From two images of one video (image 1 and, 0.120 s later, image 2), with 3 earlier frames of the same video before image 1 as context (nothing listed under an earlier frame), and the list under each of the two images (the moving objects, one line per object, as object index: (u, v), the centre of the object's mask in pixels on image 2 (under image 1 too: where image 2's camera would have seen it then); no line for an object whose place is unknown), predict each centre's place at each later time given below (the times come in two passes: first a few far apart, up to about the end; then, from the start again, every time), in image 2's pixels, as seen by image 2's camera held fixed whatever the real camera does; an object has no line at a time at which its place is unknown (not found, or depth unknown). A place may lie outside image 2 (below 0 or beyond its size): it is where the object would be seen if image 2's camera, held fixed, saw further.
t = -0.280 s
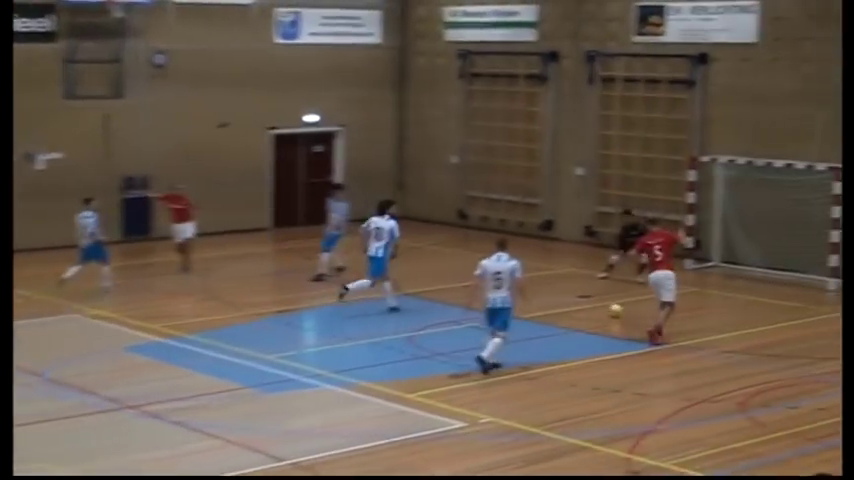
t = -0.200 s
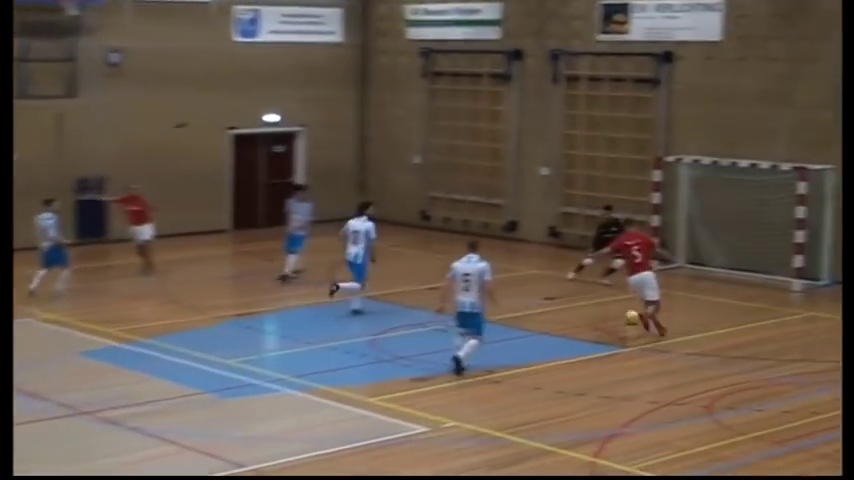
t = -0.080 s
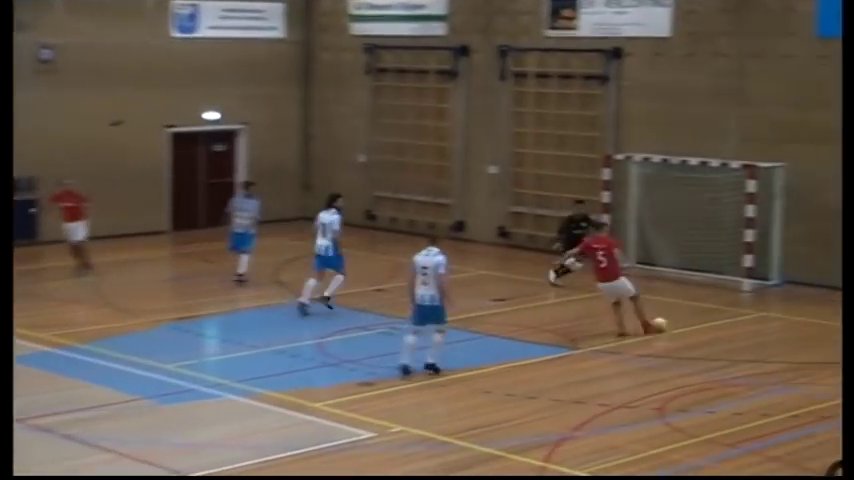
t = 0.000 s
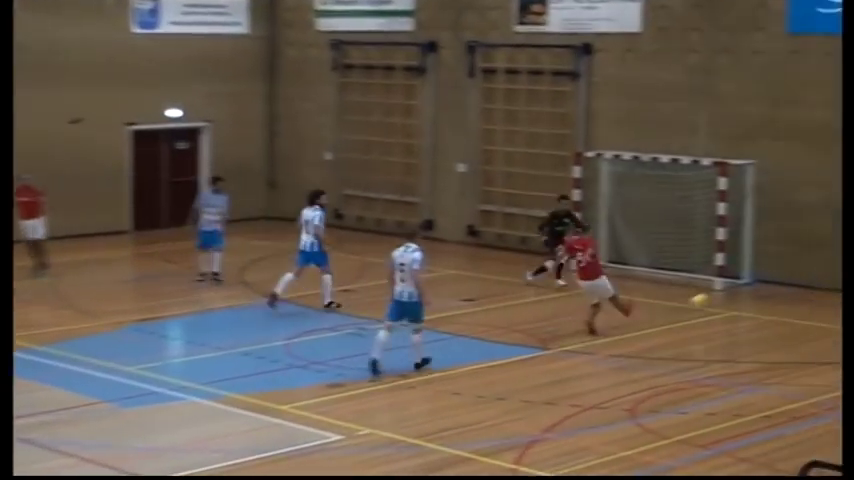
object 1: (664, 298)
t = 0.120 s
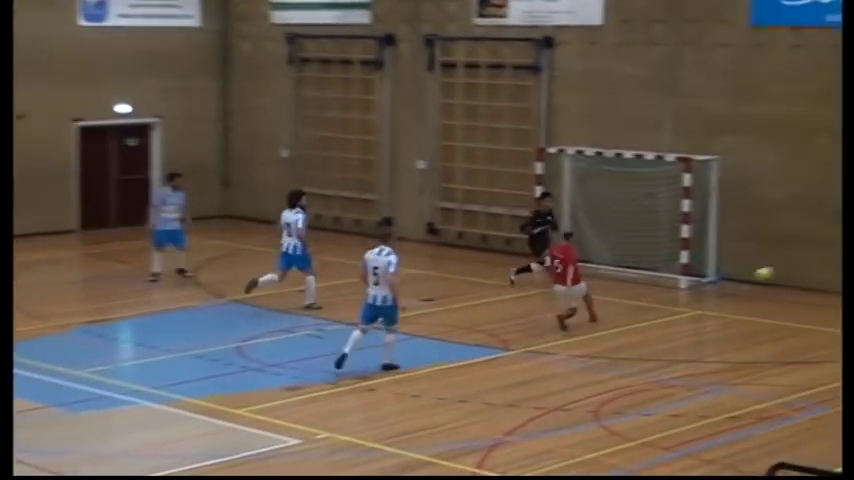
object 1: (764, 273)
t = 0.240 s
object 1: (858, 261)
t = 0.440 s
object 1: (827, 274)
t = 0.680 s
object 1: (768, 322)
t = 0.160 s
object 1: (796, 268)
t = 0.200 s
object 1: (828, 263)
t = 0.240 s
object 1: (858, 261)
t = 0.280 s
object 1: (865, 260)
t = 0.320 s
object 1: (856, 262)
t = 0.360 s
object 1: (846, 265)
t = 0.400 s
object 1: (837, 269)
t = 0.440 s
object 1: (827, 274)
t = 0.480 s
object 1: (817, 281)
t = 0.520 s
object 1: (807, 289)
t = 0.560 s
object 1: (797, 298)
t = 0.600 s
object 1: (785, 307)
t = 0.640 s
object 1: (777, 320)
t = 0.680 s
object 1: (768, 322)
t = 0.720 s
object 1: (762, 318)
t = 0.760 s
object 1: (755, 317)
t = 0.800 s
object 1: (747, 317)
